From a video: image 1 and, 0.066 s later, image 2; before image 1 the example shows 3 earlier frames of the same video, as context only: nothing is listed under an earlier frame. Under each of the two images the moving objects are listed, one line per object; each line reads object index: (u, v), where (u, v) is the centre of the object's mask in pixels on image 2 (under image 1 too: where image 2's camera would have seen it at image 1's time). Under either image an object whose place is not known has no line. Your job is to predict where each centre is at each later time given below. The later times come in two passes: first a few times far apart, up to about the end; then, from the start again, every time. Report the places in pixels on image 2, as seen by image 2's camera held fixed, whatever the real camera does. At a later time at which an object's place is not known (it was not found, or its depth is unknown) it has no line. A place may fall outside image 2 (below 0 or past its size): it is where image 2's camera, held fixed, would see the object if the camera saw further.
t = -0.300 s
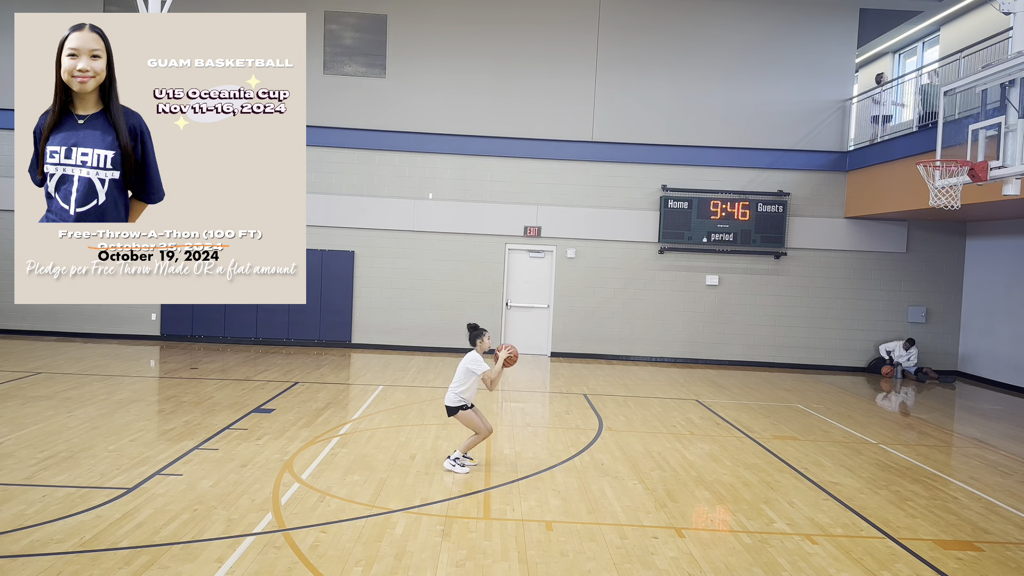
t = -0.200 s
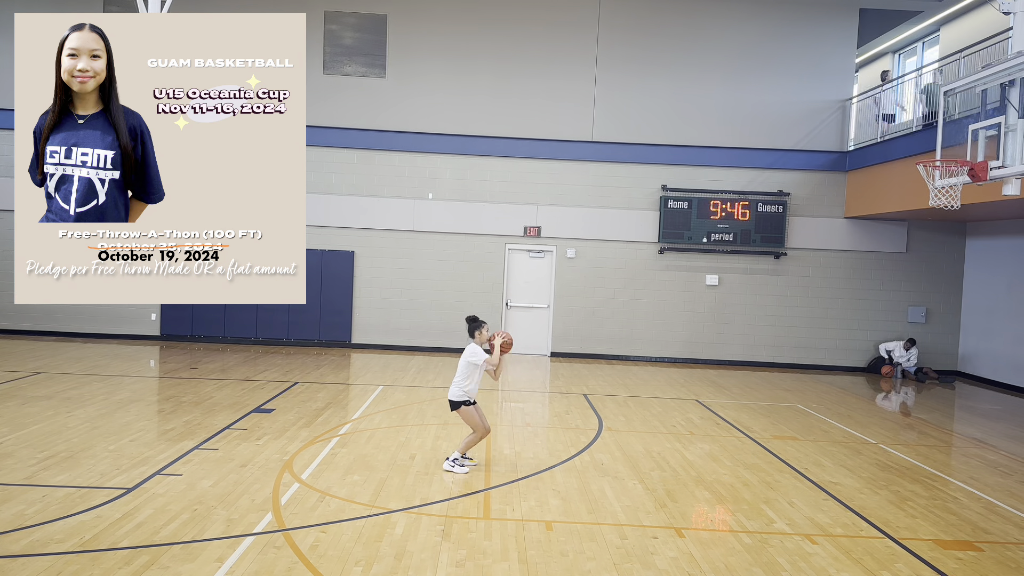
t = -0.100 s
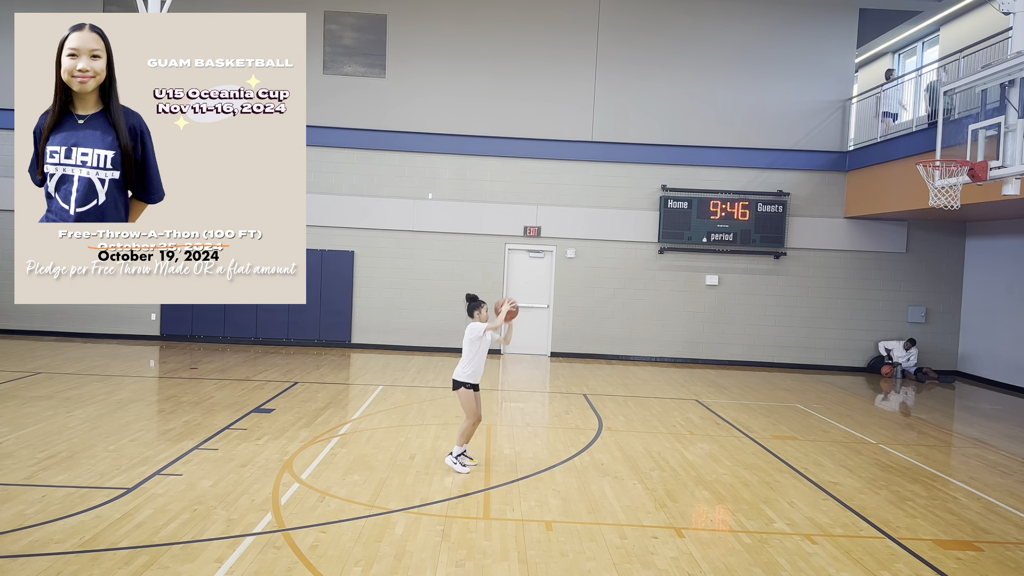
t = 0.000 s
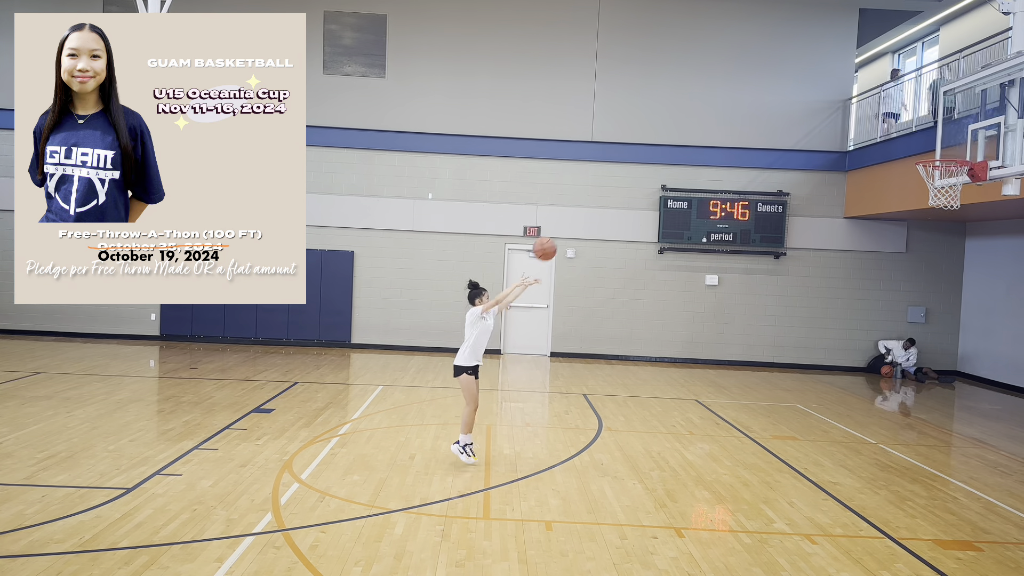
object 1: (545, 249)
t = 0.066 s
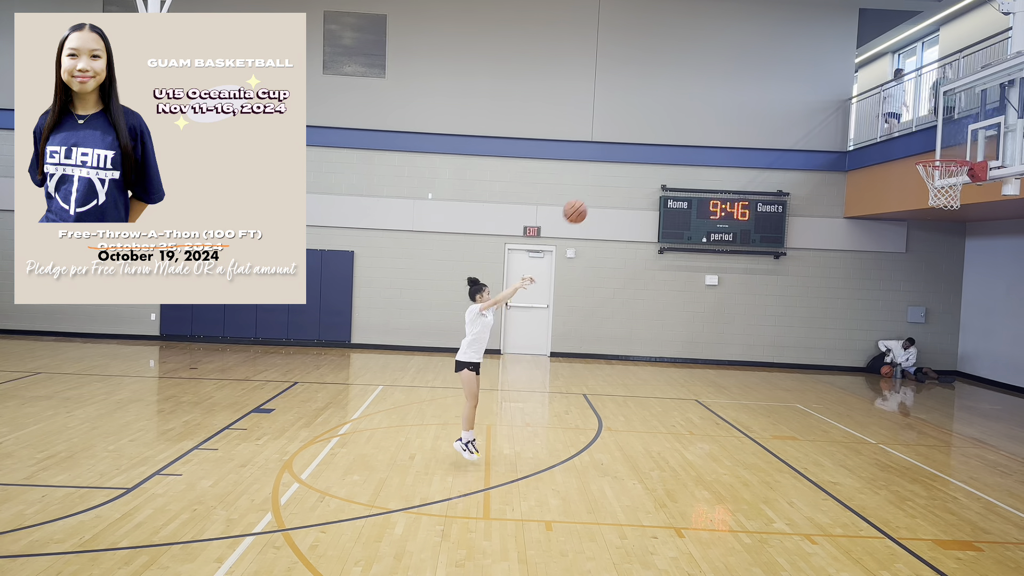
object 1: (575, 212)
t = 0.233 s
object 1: (650, 138)
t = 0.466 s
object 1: (753, 84)
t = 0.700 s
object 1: (849, 86)
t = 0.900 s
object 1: (925, 134)
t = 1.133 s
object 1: (928, 180)
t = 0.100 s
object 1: (590, 195)
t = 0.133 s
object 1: (605, 179)
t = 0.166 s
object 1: (620, 164)
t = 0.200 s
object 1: (635, 151)
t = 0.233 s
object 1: (650, 138)
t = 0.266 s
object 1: (665, 127)
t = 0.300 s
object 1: (680, 117)
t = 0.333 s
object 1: (694, 108)
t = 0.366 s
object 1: (709, 100)
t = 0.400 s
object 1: (724, 93)
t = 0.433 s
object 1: (738, 88)
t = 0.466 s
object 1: (753, 84)
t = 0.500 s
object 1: (767, 81)
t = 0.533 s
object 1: (781, 79)
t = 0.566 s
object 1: (795, 78)
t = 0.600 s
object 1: (809, 78)
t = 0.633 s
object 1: (822, 80)
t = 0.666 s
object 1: (835, 83)
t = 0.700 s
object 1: (849, 86)
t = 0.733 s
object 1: (862, 91)
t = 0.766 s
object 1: (875, 97)
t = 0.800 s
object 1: (887, 105)
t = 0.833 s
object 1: (900, 113)
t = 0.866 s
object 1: (913, 124)
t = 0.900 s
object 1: (925, 134)
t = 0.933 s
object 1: (937, 145)
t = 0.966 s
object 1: (950, 153)
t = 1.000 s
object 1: (950, 165)
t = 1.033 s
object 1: (940, 171)
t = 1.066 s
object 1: (932, 174)
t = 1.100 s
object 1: (931, 178)
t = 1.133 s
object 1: (928, 180)
